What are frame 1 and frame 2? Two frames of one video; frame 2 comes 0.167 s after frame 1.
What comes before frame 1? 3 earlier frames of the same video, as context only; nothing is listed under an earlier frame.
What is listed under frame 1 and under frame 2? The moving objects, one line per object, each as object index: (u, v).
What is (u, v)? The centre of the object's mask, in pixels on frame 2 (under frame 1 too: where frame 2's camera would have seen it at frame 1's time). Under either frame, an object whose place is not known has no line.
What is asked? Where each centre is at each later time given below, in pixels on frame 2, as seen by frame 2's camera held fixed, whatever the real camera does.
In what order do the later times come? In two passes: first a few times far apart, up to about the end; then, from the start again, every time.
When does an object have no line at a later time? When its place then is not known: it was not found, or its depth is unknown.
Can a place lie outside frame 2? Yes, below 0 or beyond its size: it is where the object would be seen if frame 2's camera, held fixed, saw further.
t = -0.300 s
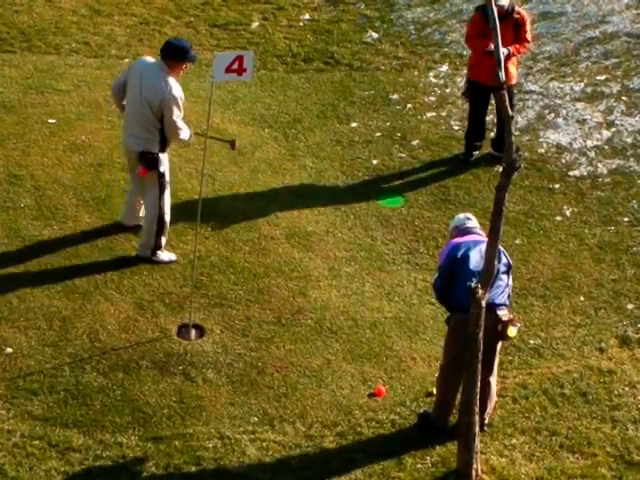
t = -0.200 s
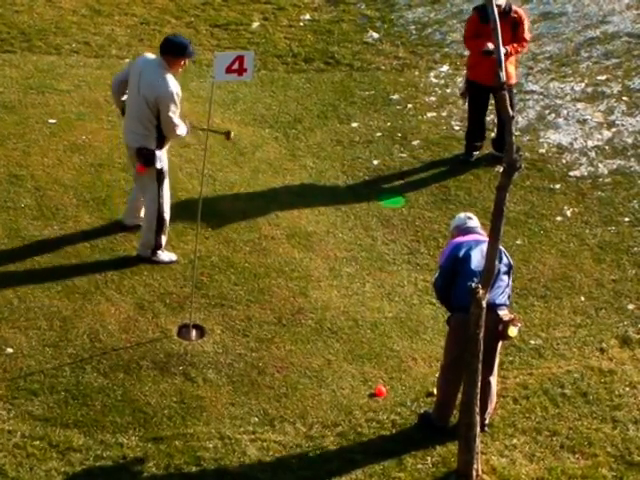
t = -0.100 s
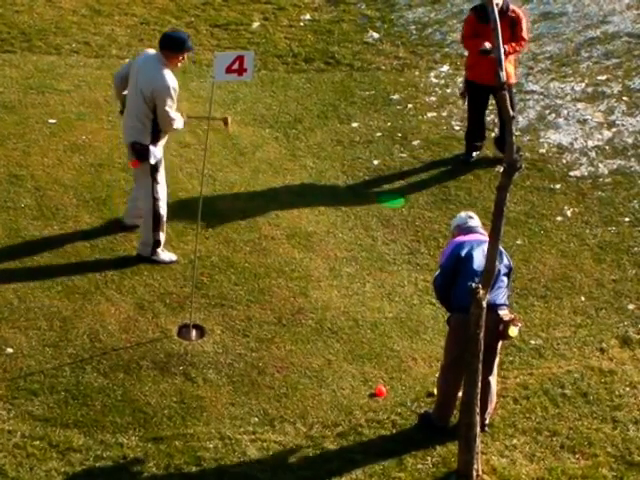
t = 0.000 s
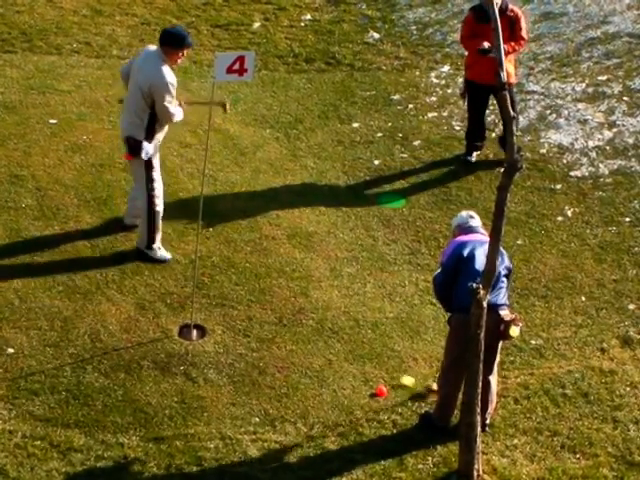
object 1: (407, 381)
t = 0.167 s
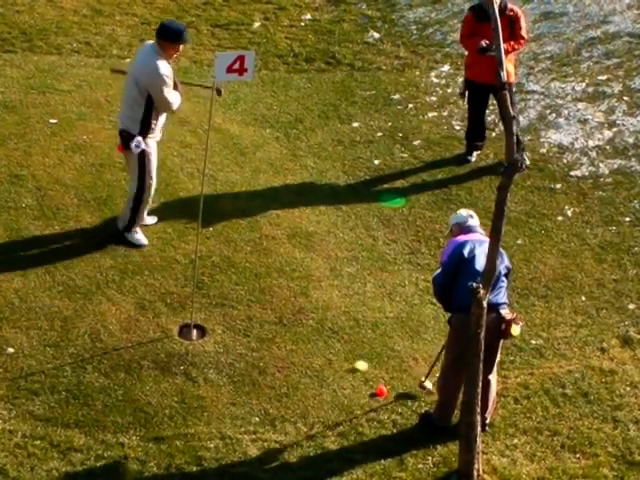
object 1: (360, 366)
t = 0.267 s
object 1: (338, 359)
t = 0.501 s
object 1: (295, 346)
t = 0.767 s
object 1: (261, 334)
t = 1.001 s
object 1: (238, 328)
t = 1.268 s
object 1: (220, 327)
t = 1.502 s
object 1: (214, 329)
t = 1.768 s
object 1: (212, 332)
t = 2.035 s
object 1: (213, 333)
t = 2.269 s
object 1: (213, 333)
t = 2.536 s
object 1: (213, 333)
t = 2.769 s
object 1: (213, 333)
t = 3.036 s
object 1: (213, 333)
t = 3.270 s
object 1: (213, 333)
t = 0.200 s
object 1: (353, 363)
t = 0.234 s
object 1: (345, 362)
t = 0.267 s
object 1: (338, 359)
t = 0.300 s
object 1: (332, 357)
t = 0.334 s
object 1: (325, 355)
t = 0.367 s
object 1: (319, 354)
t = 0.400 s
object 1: (312, 352)
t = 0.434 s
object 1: (306, 350)
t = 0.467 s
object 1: (300, 348)
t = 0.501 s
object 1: (295, 346)
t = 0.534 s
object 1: (290, 344)
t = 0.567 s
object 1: (286, 342)
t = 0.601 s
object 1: (281, 341)
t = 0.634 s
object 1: (276, 339)
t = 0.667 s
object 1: (272, 338)
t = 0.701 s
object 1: (268, 336)
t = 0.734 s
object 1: (265, 335)
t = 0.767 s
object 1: (261, 334)
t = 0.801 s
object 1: (257, 334)
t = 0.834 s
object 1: (254, 332)
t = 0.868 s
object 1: (250, 331)
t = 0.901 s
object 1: (247, 330)
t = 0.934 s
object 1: (243, 330)
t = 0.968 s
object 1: (241, 329)
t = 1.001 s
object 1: (238, 328)
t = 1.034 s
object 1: (235, 327)
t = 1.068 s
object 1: (233, 327)
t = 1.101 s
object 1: (230, 327)
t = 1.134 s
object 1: (228, 327)
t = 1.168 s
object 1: (226, 326)
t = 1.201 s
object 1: (224, 326)
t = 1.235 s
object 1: (222, 326)
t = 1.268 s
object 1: (220, 327)
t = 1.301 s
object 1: (219, 327)
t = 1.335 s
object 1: (218, 327)
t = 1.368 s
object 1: (217, 327)
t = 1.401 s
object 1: (216, 327)
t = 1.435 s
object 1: (215, 328)
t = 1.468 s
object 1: (215, 328)
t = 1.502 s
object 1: (214, 329)
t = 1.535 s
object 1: (214, 329)
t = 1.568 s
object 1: (214, 329)
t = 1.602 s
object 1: (214, 330)
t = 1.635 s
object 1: (213, 331)
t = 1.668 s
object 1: (213, 331)
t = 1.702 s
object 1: (212, 331)
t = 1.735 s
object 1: (212, 332)
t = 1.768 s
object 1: (212, 332)
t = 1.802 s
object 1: (213, 332)
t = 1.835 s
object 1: (212, 332)
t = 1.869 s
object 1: (213, 333)
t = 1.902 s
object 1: (213, 333)
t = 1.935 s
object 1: (213, 333)
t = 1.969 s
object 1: (212, 333)
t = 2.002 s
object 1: (213, 333)
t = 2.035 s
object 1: (213, 333)
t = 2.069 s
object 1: (213, 333)
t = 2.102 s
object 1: (213, 333)
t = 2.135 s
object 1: (213, 333)
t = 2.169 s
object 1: (213, 333)
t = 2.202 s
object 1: (213, 333)
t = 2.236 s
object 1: (213, 333)
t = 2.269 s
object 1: (213, 333)
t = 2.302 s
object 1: (213, 333)
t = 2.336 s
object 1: (213, 333)
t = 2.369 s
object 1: (213, 333)
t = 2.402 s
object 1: (213, 333)
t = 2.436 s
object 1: (213, 333)
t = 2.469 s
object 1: (213, 333)
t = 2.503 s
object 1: (213, 333)
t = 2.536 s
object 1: (213, 333)
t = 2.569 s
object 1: (213, 333)
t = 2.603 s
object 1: (213, 333)
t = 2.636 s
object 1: (213, 333)
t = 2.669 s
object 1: (213, 333)
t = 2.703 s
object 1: (213, 333)
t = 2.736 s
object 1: (213, 333)
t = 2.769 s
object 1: (213, 333)
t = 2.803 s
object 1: (212, 333)
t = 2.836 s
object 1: (212, 333)
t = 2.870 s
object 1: (212, 333)
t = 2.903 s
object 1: (213, 333)
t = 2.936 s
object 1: (213, 333)
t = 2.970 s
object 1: (213, 333)
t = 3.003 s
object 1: (213, 333)
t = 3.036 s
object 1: (213, 333)
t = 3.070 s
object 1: (212, 333)
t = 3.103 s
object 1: (213, 333)
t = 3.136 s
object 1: (213, 333)
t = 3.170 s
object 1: (213, 333)
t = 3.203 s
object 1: (213, 333)
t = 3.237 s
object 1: (213, 333)
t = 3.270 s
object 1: (213, 333)
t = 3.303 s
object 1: (213, 333)
